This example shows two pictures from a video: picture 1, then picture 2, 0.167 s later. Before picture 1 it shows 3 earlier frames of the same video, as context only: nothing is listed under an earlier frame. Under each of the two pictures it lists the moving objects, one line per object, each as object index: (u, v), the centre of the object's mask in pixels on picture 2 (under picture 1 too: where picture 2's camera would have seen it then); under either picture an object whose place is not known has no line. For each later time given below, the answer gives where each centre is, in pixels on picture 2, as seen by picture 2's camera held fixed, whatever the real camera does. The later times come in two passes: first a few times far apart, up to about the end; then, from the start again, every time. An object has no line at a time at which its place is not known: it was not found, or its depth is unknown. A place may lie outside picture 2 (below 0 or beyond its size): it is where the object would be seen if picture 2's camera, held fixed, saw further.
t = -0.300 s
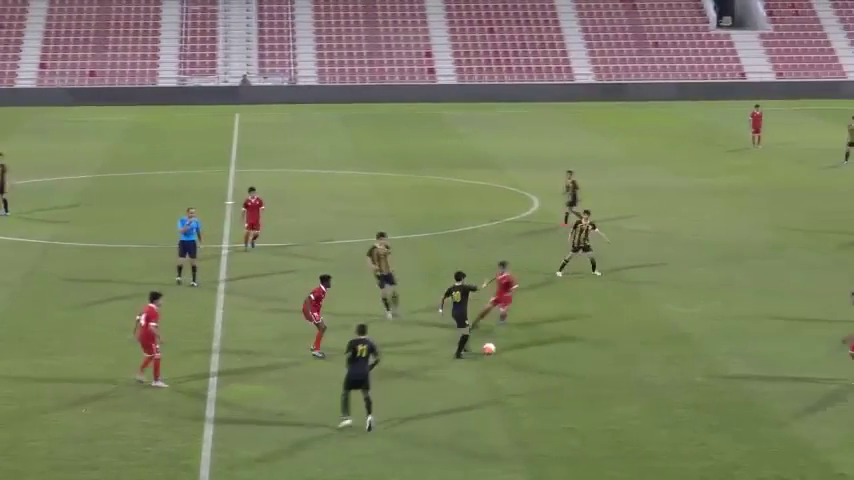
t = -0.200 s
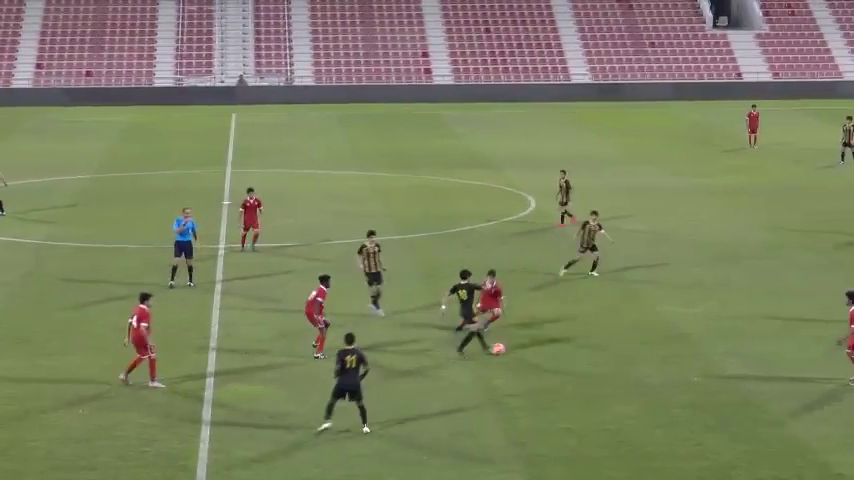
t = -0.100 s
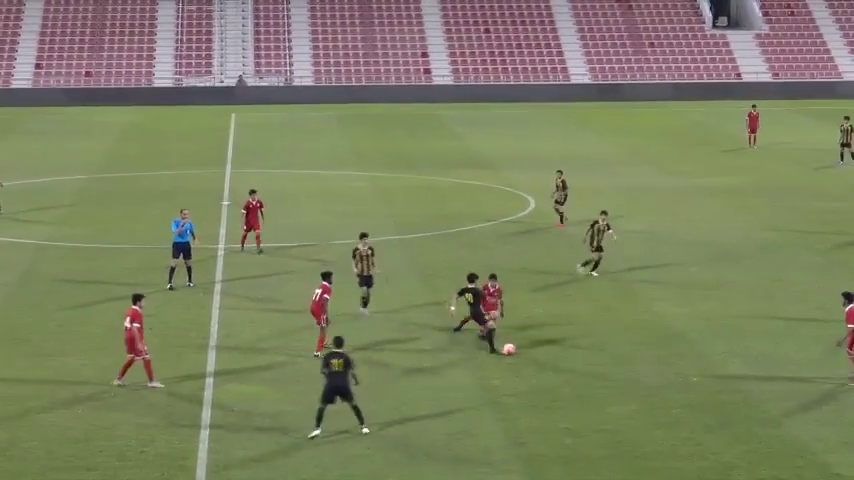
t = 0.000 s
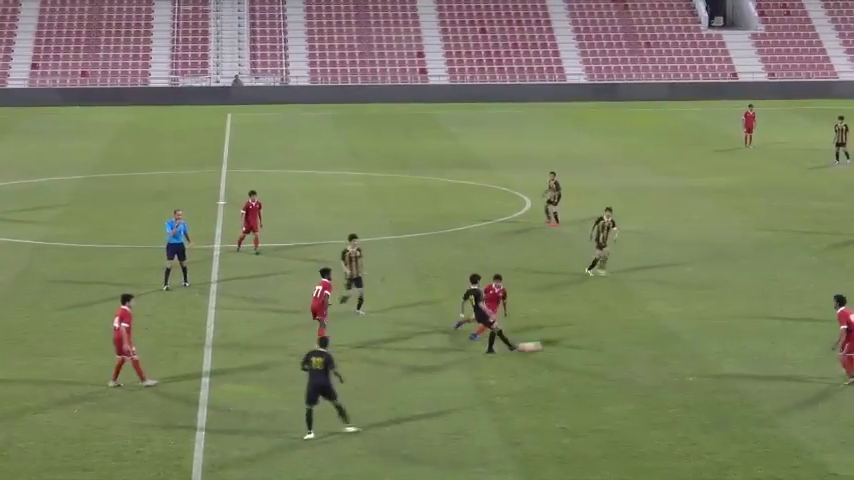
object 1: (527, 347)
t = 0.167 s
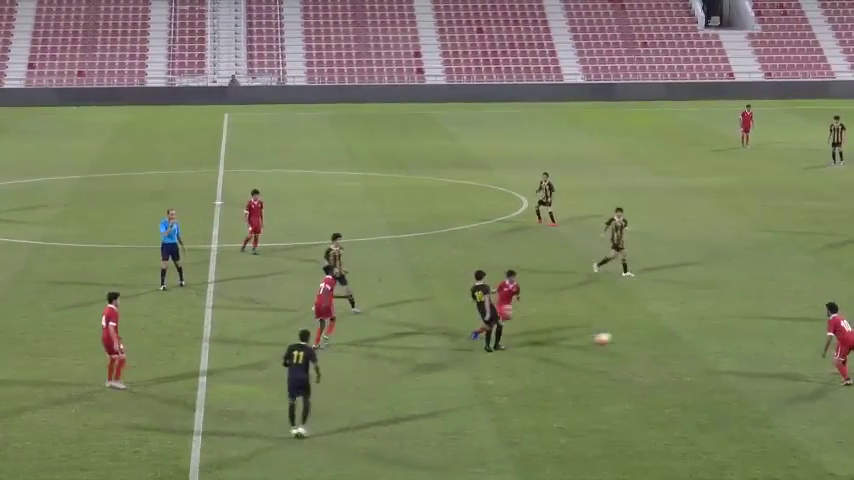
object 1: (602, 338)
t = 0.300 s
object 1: (655, 333)
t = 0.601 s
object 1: (748, 324)
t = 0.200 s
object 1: (617, 337)
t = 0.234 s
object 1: (629, 335)
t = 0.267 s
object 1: (643, 334)
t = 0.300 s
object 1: (655, 333)
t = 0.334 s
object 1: (666, 332)
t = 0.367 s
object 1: (678, 331)
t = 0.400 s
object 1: (689, 329)
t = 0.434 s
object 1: (699, 328)
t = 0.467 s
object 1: (710, 327)
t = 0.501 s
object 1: (721, 326)
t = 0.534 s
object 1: (730, 326)
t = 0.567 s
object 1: (740, 324)
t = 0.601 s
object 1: (748, 324)
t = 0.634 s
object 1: (757, 323)
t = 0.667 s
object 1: (767, 323)
